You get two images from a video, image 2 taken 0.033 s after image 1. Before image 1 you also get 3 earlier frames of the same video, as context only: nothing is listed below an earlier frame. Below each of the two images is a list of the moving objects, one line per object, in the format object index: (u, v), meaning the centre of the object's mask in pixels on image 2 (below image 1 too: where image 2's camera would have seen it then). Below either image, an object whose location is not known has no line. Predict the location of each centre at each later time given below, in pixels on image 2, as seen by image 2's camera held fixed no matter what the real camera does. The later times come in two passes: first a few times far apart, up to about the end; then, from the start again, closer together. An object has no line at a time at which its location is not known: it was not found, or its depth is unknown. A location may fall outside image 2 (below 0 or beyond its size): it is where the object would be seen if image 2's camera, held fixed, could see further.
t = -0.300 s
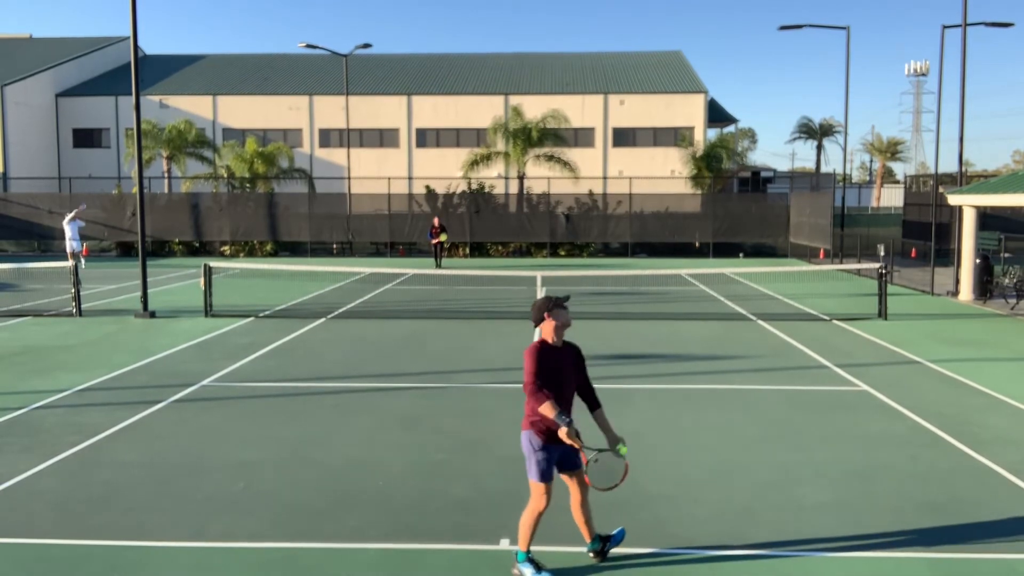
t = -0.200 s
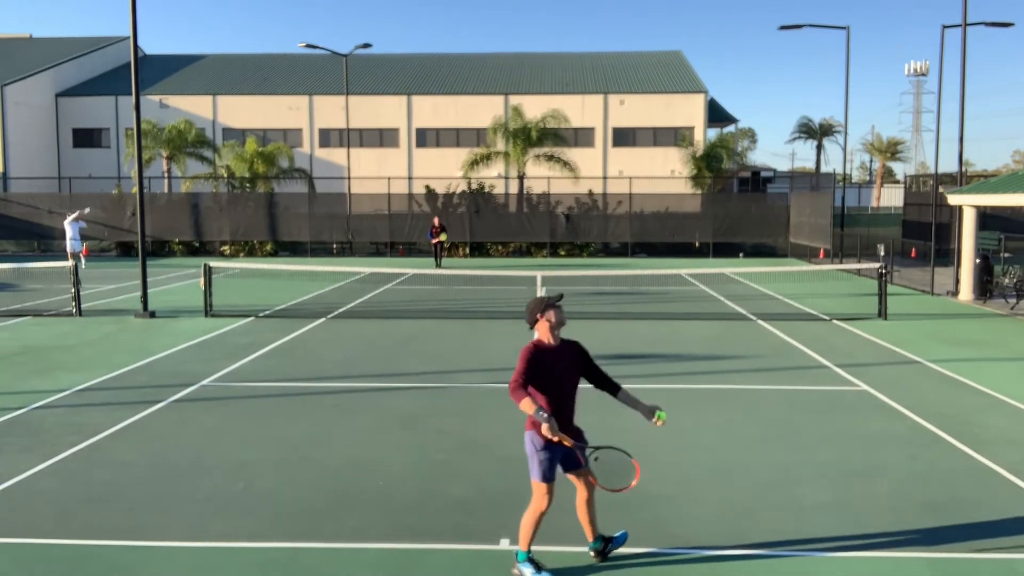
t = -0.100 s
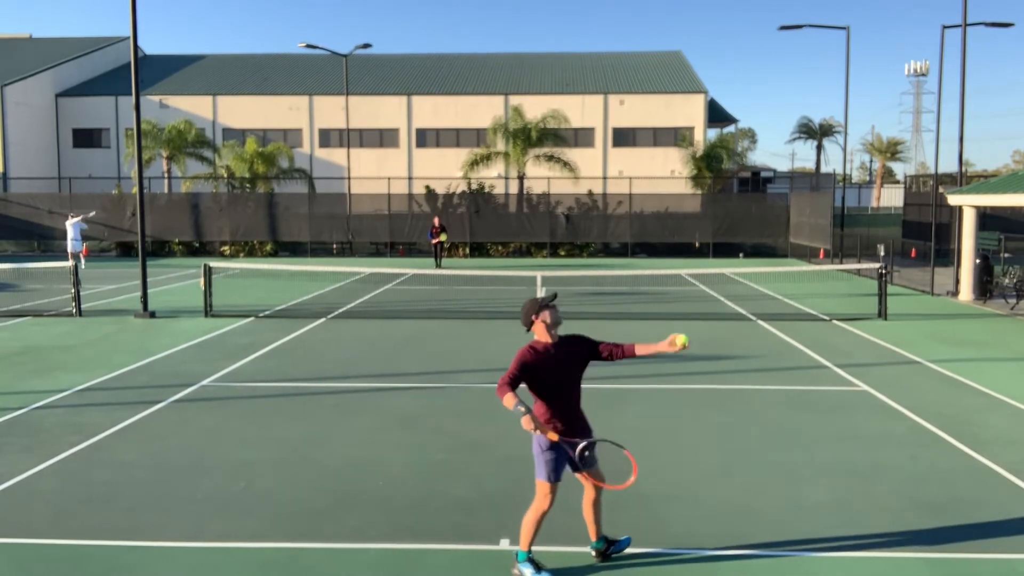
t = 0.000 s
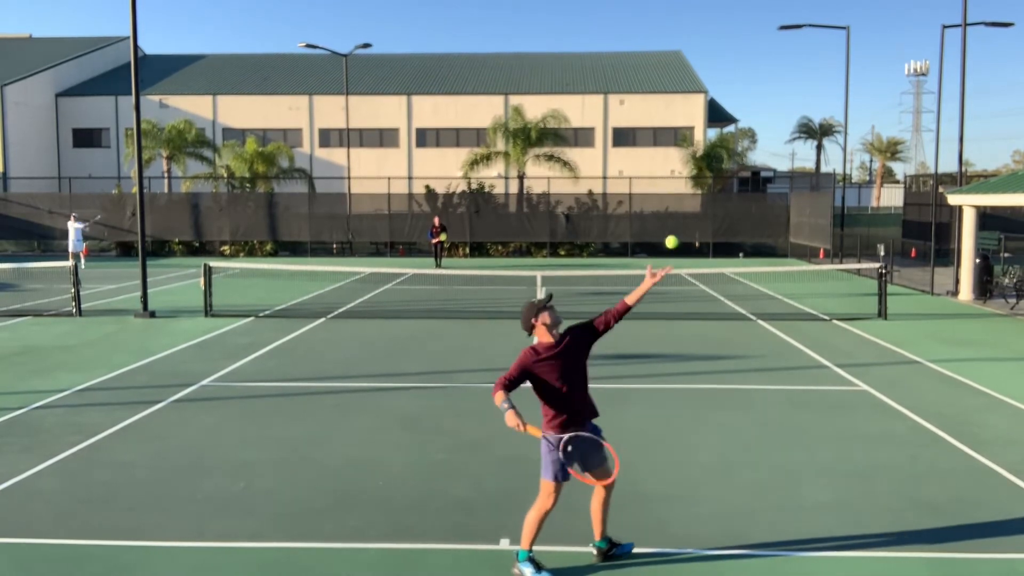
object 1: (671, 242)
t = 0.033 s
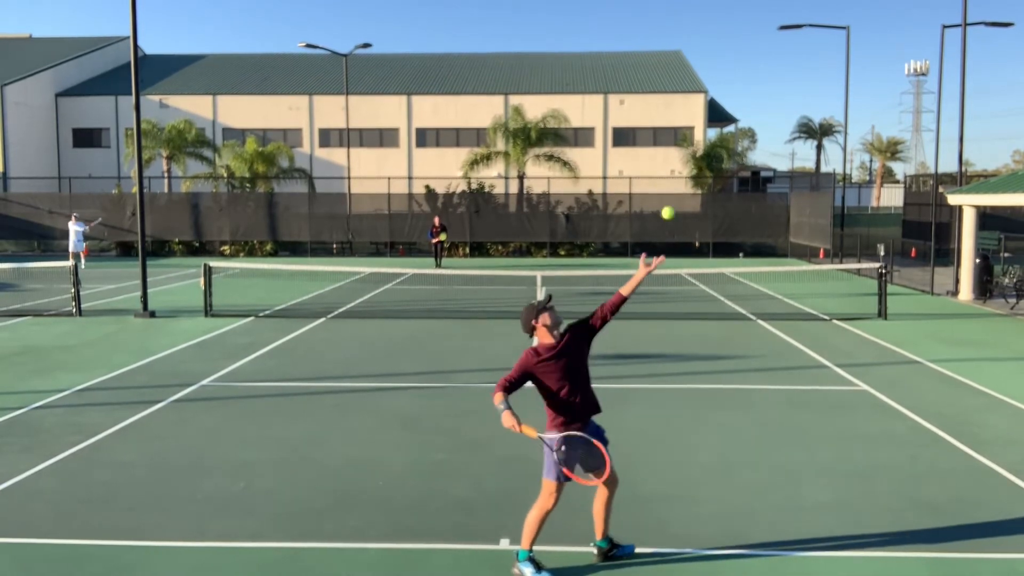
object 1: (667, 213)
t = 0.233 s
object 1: (645, 79)
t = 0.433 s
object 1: (624, 16)
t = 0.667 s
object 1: (600, 26)
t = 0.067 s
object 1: (663, 186)
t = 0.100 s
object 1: (660, 160)
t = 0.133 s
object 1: (656, 138)
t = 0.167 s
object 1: (653, 116)
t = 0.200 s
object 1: (649, 97)
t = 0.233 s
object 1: (645, 79)
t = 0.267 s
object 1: (642, 64)
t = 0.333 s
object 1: (635, 39)
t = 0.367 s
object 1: (631, 29)
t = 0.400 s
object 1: (627, 22)
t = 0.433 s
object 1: (624, 16)
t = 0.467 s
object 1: (620, 12)
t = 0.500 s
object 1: (617, 10)
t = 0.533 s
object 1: (614, 10)
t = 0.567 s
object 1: (610, 11)
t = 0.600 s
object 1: (607, 14)
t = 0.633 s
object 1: (603, 19)
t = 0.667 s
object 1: (600, 26)
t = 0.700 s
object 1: (596, 35)
